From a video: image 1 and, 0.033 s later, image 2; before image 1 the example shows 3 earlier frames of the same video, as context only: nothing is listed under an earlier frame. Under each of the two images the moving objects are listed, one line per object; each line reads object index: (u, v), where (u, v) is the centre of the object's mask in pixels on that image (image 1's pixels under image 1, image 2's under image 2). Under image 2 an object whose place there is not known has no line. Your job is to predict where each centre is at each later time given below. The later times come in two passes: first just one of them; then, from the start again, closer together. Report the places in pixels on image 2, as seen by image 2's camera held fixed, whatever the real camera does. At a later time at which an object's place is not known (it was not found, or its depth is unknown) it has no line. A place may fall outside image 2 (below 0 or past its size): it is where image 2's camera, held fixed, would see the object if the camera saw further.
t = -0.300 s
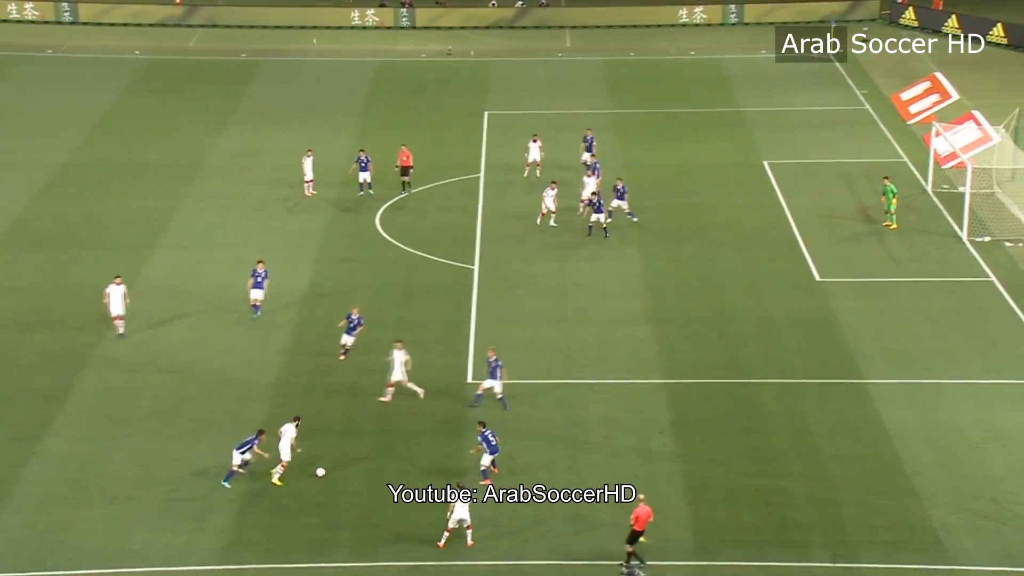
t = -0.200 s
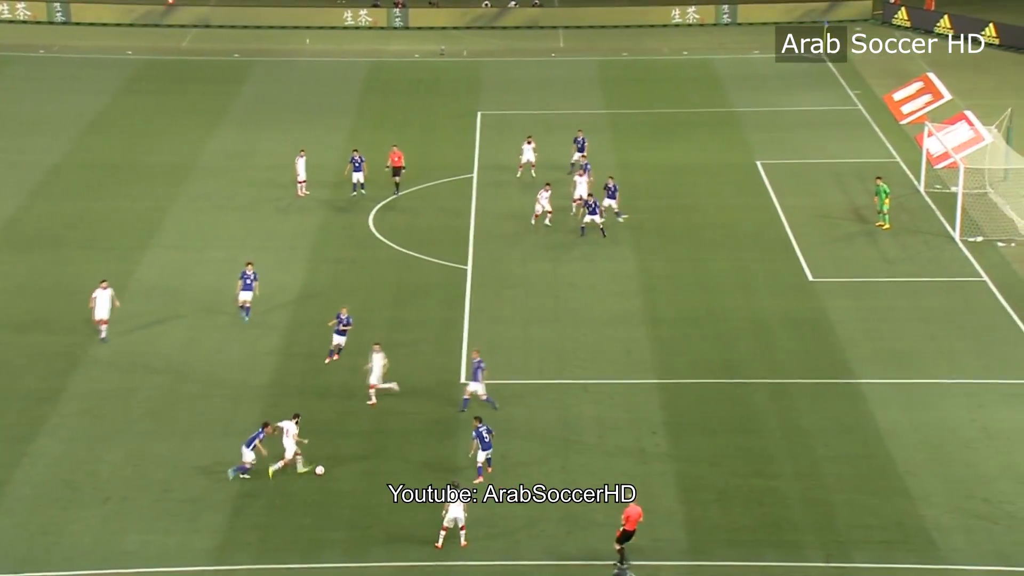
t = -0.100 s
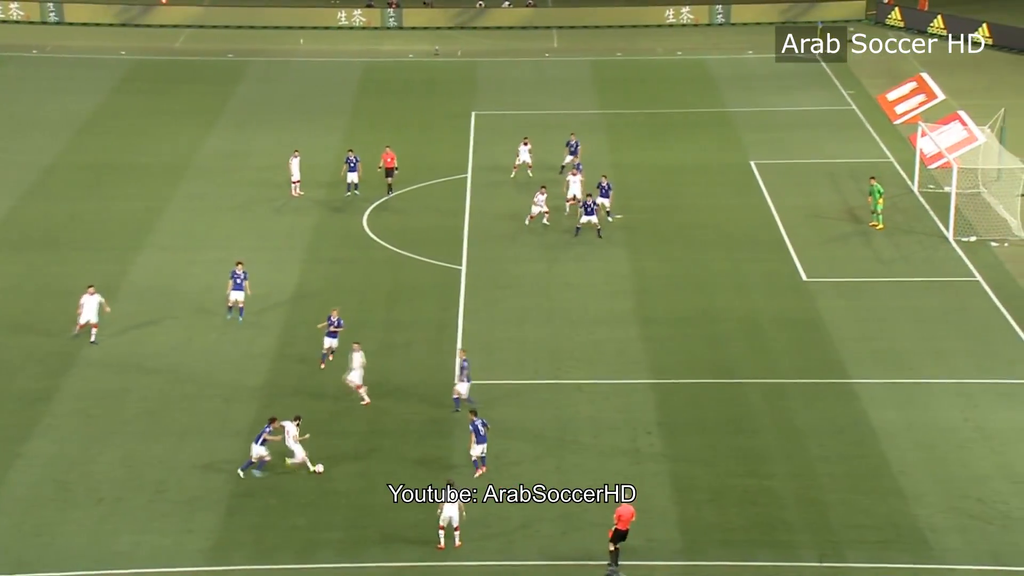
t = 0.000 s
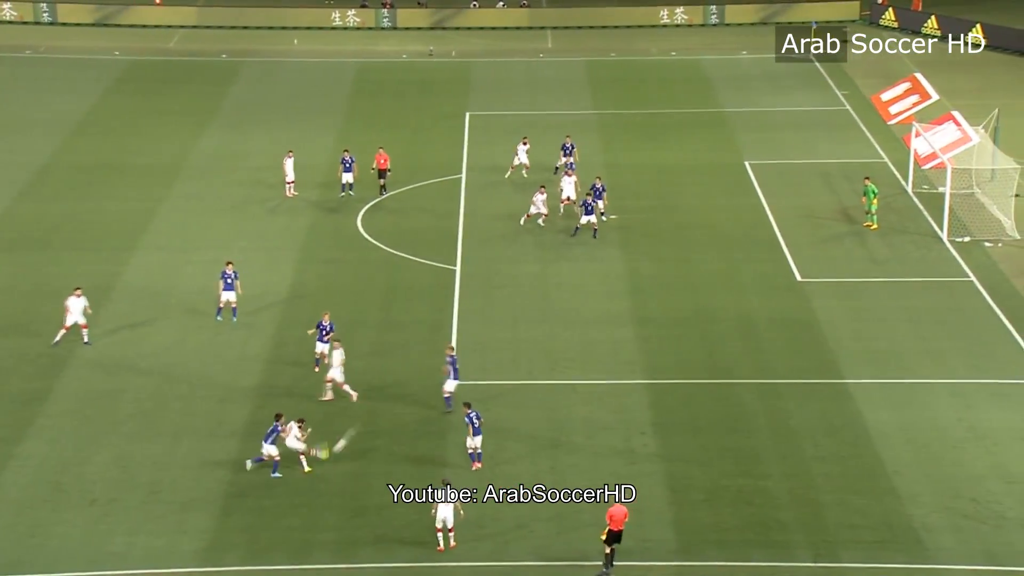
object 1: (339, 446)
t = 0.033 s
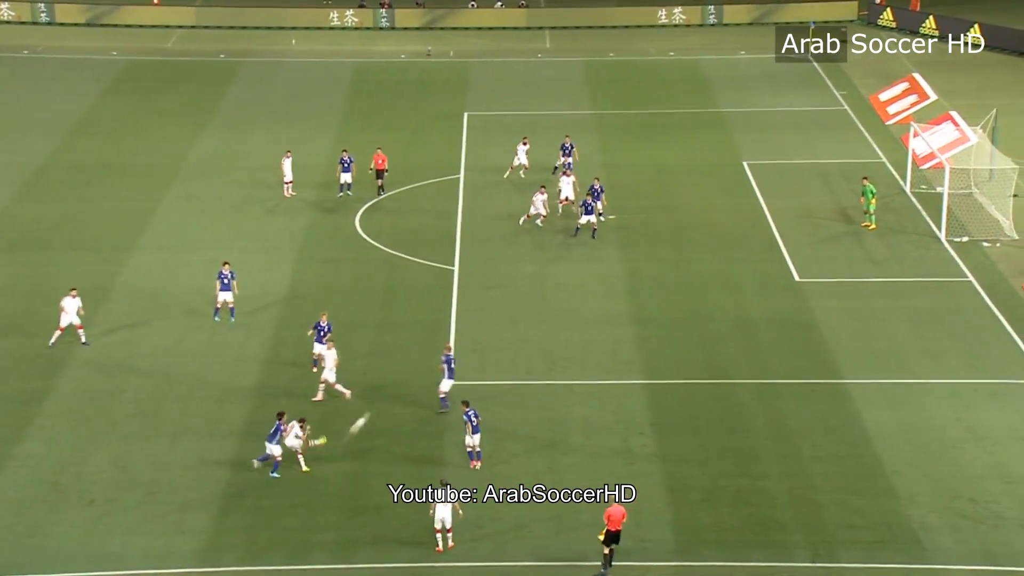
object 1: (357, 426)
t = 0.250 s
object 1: (462, 319)
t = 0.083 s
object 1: (385, 397)
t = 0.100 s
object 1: (391, 392)
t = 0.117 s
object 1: (400, 383)
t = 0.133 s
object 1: (409, 373)
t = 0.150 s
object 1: (416, 367)
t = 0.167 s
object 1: (424, 358)
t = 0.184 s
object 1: (432, 350)
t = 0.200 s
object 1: (437, 344)
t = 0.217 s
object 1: (444, 337)
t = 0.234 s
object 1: (452, 329)
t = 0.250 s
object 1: (462, 319)
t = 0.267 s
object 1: (466, 315)
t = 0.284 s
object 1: (471, 309)
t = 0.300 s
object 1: (476, 304)
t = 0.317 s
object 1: (482, 298)
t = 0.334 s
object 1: (490, 290)
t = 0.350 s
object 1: (495, 285)
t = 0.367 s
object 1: (500, 280)
